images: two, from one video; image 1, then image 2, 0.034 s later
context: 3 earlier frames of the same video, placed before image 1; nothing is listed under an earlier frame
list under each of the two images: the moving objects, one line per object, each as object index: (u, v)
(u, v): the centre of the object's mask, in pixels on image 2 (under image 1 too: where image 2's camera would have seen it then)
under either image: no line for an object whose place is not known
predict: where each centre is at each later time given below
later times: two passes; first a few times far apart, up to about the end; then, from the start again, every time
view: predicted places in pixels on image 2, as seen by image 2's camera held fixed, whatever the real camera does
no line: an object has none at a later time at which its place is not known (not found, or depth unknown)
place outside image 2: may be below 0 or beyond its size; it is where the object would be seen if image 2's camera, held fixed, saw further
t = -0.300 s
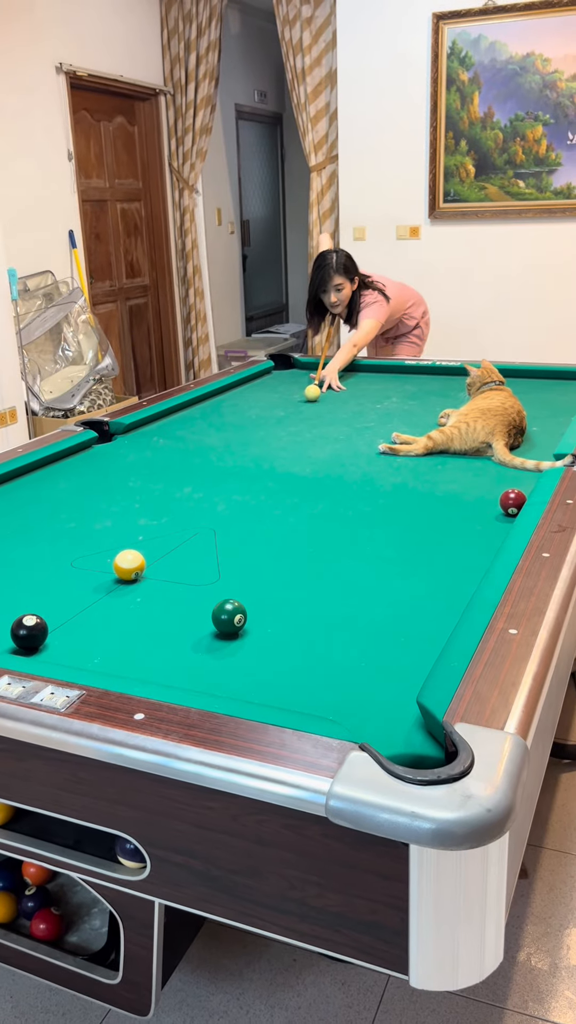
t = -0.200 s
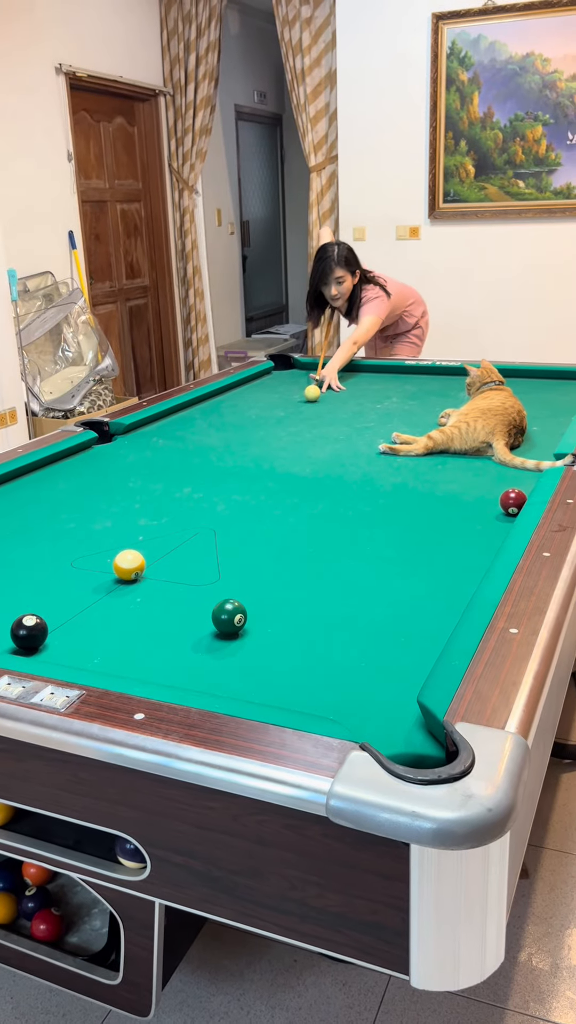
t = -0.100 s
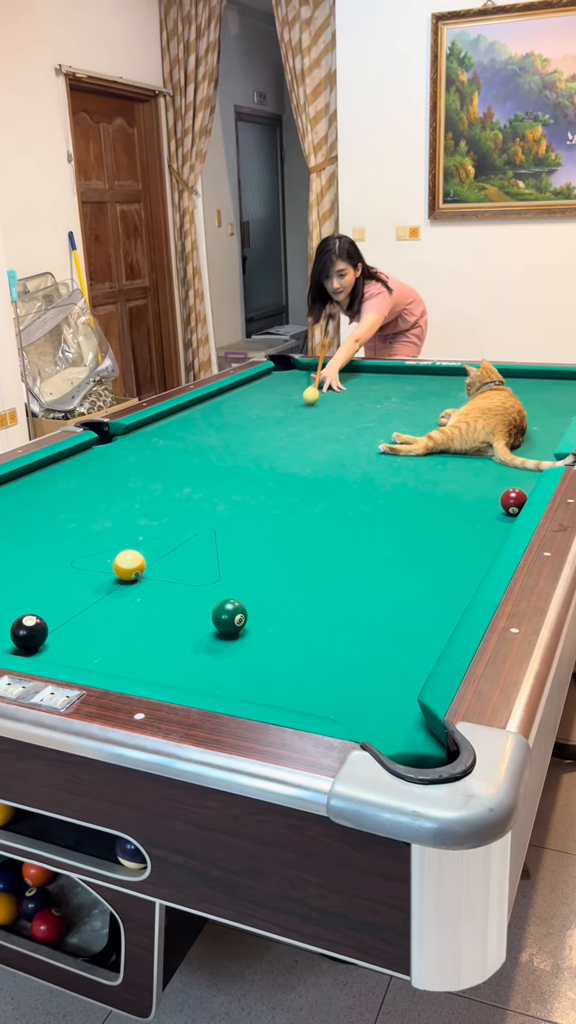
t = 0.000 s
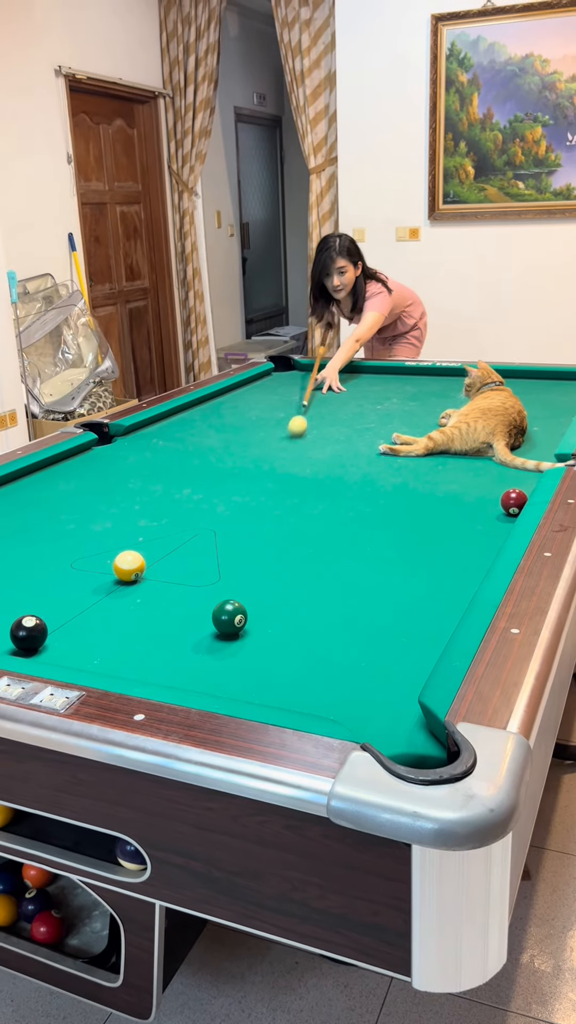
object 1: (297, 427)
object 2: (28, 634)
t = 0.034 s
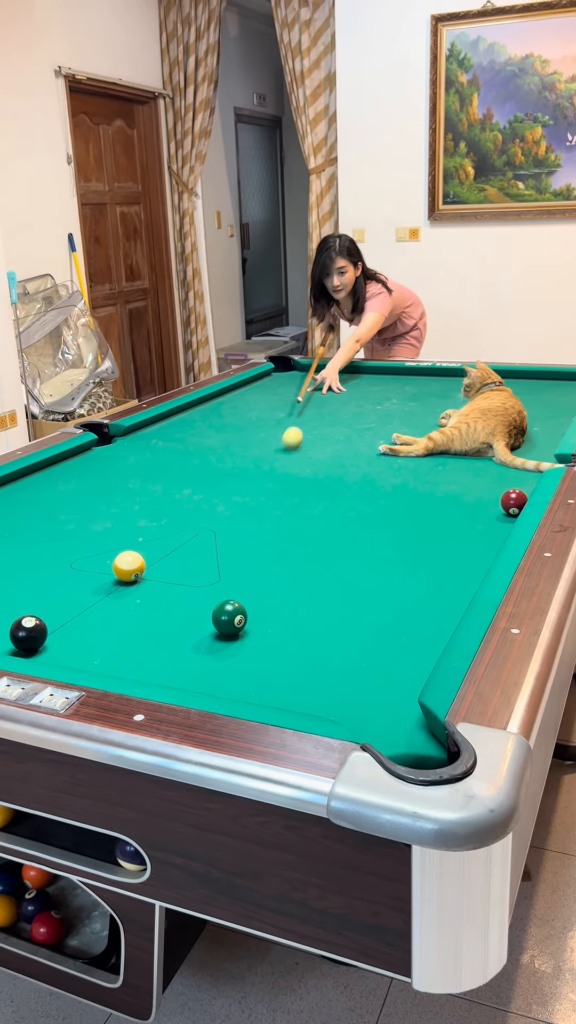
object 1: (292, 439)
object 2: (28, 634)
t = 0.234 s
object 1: (249, 534)
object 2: (28, 634)
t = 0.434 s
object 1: (119, 628)
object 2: (28, 634)
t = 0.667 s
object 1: (57, 643)
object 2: (25, 616)
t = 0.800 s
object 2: (23, 598)
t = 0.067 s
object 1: (287, 451)
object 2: (28, 634)
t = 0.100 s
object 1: (280, 465)
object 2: (28, 634)
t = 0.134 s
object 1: (274, 479)
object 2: (28, 634)
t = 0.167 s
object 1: (266, 496)
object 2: (28, 634)
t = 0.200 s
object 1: (258, 514)
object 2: (28, 634)
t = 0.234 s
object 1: (249, 534)
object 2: (28, 634)
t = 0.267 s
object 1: (239, 557)
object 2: (28, 634)
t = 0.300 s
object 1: (228, 581)
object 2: (28, 634)
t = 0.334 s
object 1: (208, 605)
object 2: (28, 634)
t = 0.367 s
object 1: (180, 613)
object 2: (28, 634)
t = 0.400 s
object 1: (150, 620)
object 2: (28, 634)
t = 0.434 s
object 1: (119, 628)
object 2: (28, 634)
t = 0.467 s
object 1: (90, 637)
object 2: (28, 634)
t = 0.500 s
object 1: (60, 645)
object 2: (26, 632)
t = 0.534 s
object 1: (33, 648)
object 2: (27, 627)
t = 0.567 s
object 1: (36, 645)
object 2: (25, 626)
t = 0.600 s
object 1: (44, 645)
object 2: (25, 623)
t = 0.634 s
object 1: (51, 645)
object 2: (25, 620)
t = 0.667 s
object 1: (57, 643)
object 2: (25, 616)
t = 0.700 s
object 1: (61, 642)
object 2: (24, 611)
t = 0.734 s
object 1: (65, 641)
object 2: (24, 607)
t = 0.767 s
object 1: (69, 640)
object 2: (23, 602)
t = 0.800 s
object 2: (23, 598)
